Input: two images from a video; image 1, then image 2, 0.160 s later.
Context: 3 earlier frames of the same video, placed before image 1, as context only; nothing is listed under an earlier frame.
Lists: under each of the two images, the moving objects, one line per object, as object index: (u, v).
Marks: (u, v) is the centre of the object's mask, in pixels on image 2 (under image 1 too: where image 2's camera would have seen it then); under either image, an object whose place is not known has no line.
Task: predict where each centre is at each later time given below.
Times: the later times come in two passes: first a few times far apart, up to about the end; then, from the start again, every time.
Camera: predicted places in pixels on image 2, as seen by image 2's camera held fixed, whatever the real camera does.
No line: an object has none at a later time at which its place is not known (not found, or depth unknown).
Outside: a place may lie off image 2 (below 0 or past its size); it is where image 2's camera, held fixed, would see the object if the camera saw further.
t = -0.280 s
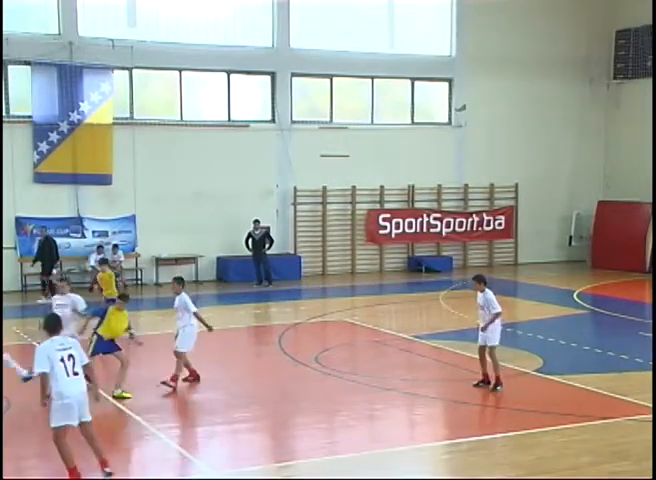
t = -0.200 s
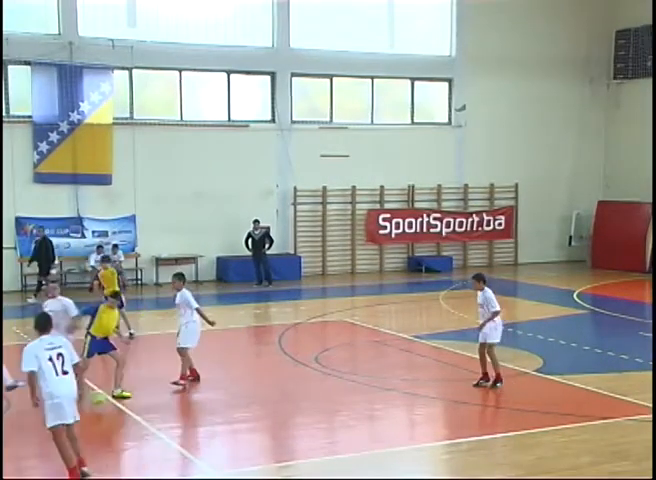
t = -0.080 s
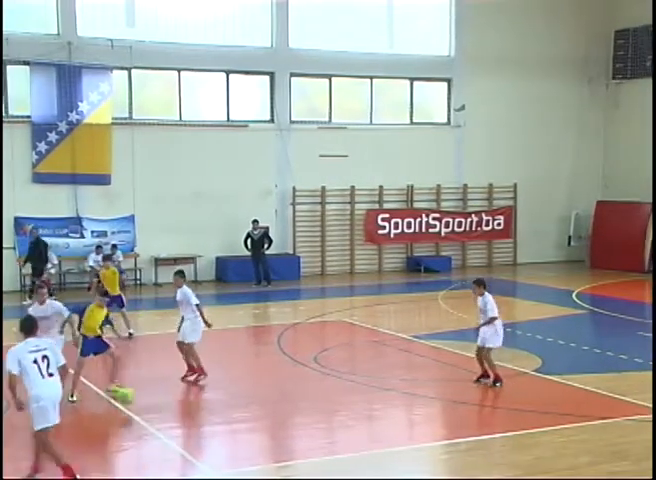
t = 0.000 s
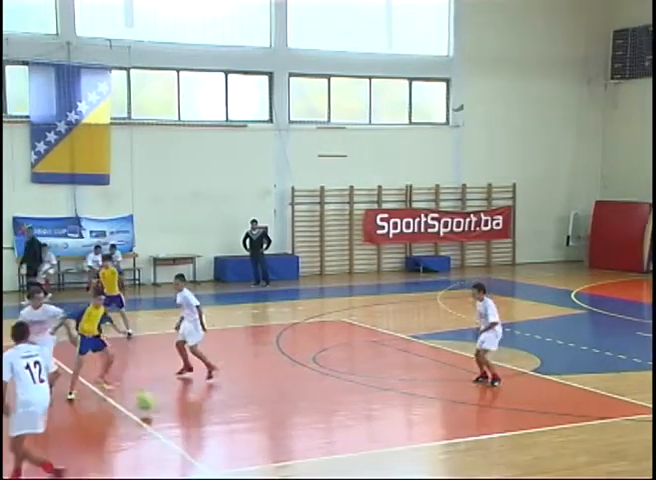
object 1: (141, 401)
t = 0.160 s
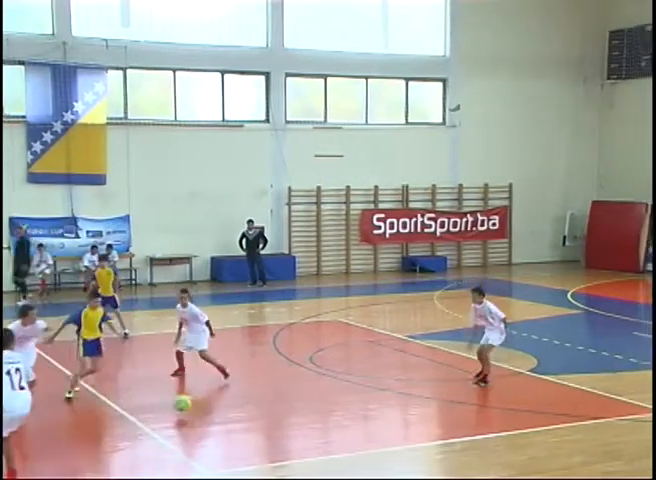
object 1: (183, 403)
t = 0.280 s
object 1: (212, 411)
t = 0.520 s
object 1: (272, 414)
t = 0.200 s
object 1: (192, 404)
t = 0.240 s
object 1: (202, 407)
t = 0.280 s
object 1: (212, 411)
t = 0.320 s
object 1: (222, 410)
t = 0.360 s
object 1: (232, 410)
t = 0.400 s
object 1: (241, 411)
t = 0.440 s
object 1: (250, 414)
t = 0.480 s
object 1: (261, 415)
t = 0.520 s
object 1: (272, 414)
